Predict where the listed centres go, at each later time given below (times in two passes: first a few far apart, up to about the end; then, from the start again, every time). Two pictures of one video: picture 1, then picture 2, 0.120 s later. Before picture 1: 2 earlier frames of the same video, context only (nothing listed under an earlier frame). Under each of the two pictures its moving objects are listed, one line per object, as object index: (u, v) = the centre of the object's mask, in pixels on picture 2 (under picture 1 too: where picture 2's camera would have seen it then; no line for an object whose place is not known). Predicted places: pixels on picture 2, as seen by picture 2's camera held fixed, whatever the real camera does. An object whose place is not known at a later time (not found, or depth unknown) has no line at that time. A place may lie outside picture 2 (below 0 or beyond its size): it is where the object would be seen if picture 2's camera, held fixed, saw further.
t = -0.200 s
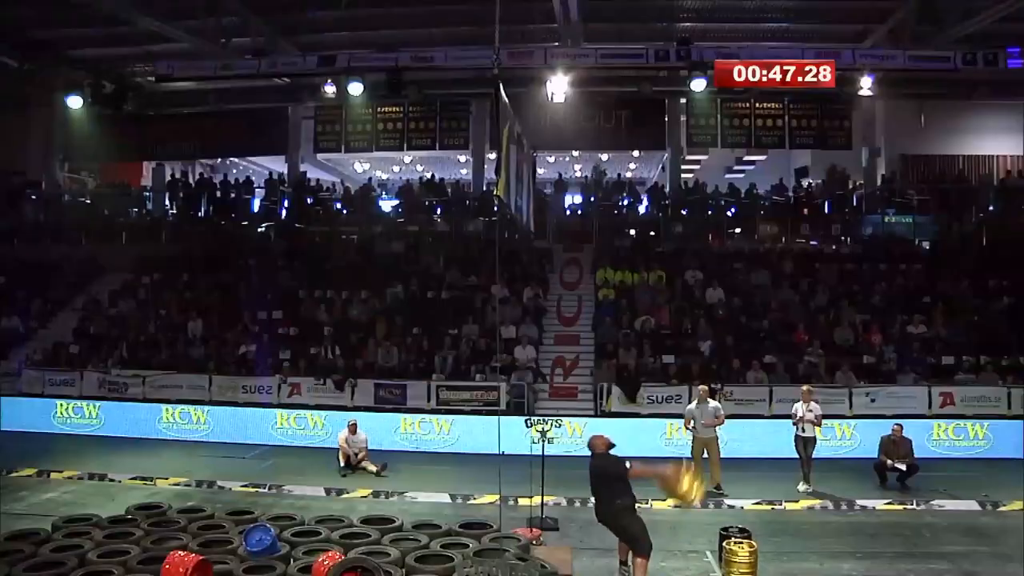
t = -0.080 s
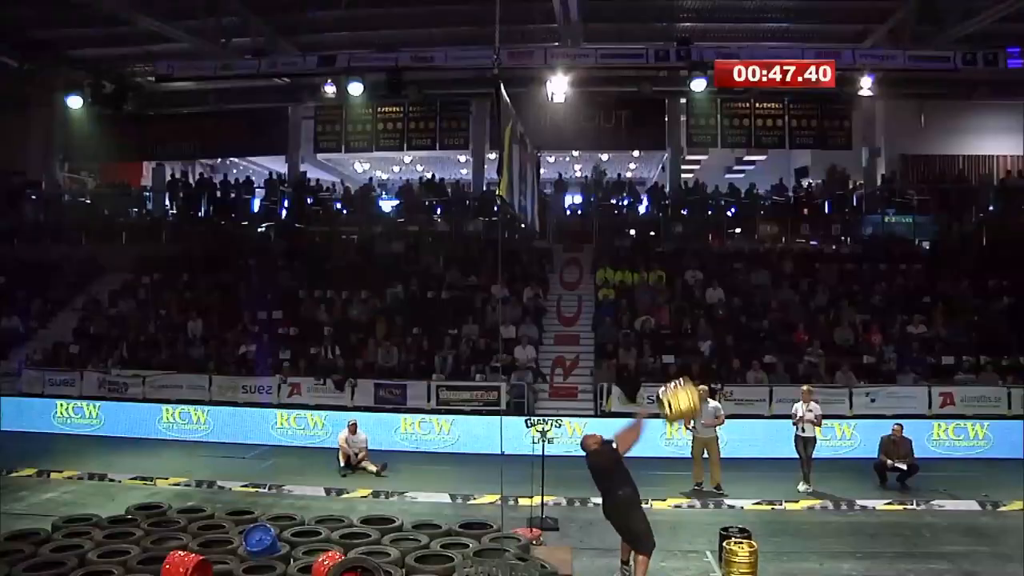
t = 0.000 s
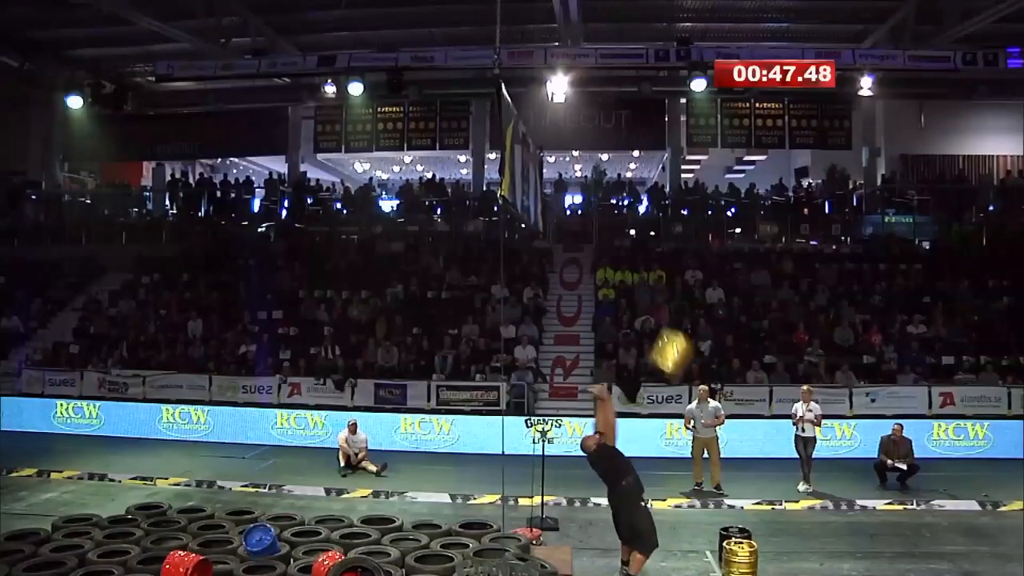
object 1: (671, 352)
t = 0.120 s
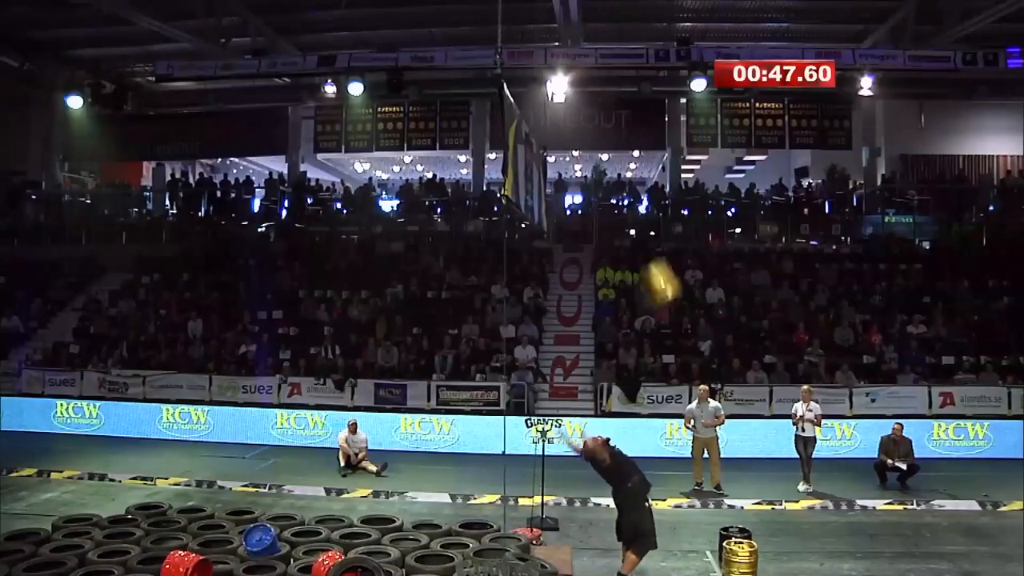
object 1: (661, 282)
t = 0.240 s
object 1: (641, 228)
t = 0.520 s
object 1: (591, 162)
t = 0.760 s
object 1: (568, 167)
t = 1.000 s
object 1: (562, 210)
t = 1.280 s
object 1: (555, 329)
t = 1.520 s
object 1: (555, 488)
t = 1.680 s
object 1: (570, 554)
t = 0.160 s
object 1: (654, 263)
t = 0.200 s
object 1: (648, 245)
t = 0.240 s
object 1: (641, 228)
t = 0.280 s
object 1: (634, 212)
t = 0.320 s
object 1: (625, 199)
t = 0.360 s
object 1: (619, 188)
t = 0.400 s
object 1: (611, 179)
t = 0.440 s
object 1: (606, 174)
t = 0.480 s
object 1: (598, 166)
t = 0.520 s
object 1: (591, 162)
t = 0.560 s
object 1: (586, 162)
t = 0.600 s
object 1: (581, 161)
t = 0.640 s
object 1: (577, 161)
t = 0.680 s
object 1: (572, 162)
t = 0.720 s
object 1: (570, 164)
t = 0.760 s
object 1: (568, 167)
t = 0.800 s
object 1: (565, 172)
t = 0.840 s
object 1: (563, 175)
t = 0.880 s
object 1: (561, 181)
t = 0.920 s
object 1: (562, 189)
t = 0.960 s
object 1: (563, 200)
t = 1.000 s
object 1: (562, 210)
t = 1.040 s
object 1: (560, 222)
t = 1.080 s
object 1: (561, 235)
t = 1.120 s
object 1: (559, 251)
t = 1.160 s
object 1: (559, 268)
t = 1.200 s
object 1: (557, 286)
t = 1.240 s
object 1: (556, 307)
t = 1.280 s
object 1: (555, 329)
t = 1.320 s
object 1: (554, 354)
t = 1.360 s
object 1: (553, 377)
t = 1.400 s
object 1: (553, 403)
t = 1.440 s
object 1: (554, 431)
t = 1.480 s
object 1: (554, 461)
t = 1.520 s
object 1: (555, 488)
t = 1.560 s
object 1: (555, 519)
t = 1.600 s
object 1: (554, 548)
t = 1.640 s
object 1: (563, 550)
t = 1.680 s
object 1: (570, 554)
